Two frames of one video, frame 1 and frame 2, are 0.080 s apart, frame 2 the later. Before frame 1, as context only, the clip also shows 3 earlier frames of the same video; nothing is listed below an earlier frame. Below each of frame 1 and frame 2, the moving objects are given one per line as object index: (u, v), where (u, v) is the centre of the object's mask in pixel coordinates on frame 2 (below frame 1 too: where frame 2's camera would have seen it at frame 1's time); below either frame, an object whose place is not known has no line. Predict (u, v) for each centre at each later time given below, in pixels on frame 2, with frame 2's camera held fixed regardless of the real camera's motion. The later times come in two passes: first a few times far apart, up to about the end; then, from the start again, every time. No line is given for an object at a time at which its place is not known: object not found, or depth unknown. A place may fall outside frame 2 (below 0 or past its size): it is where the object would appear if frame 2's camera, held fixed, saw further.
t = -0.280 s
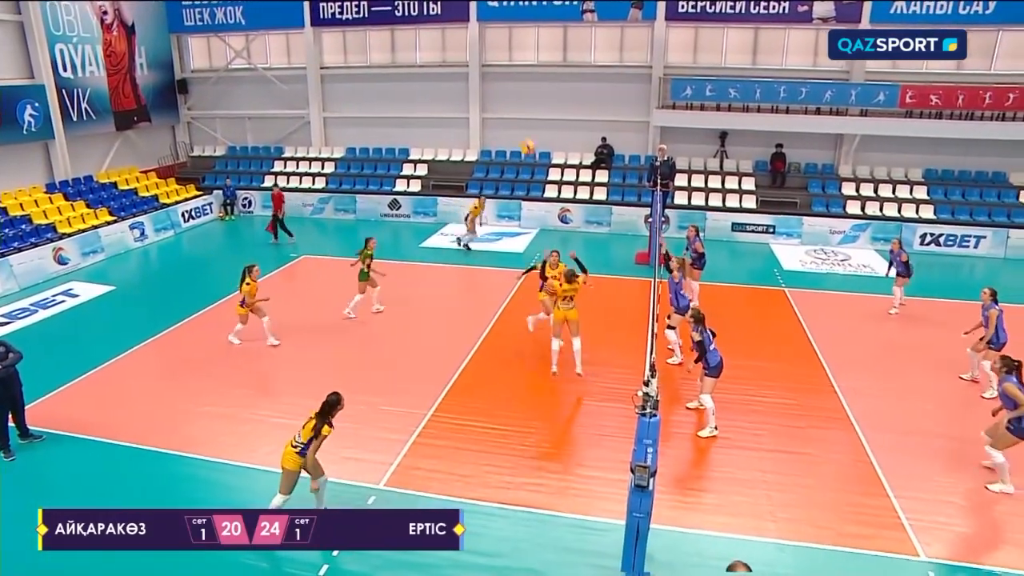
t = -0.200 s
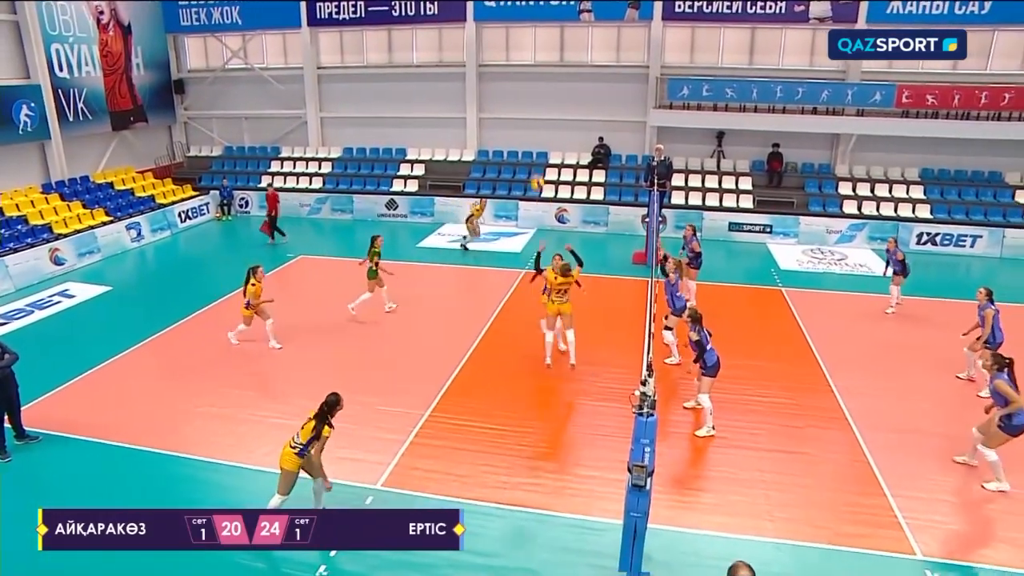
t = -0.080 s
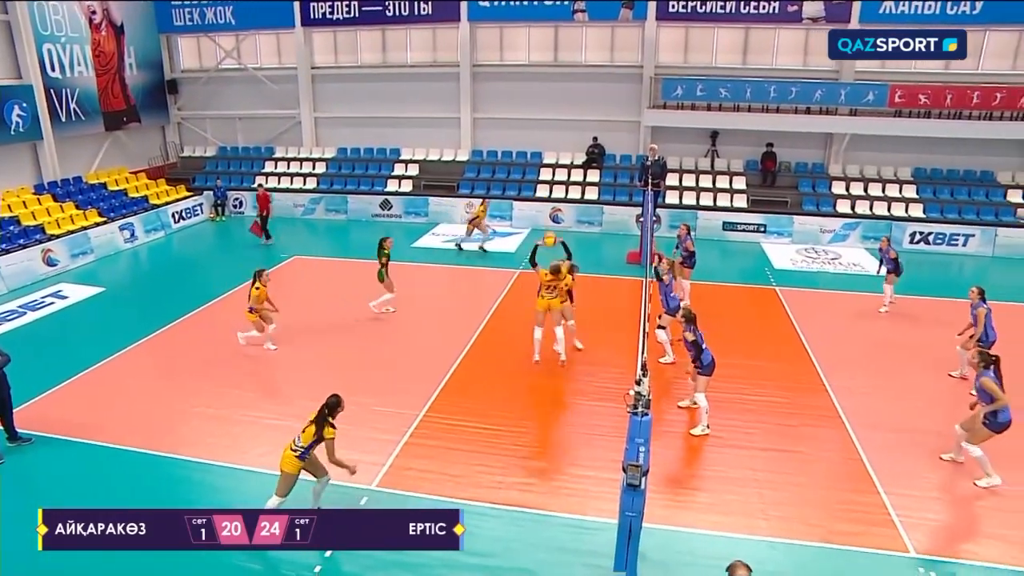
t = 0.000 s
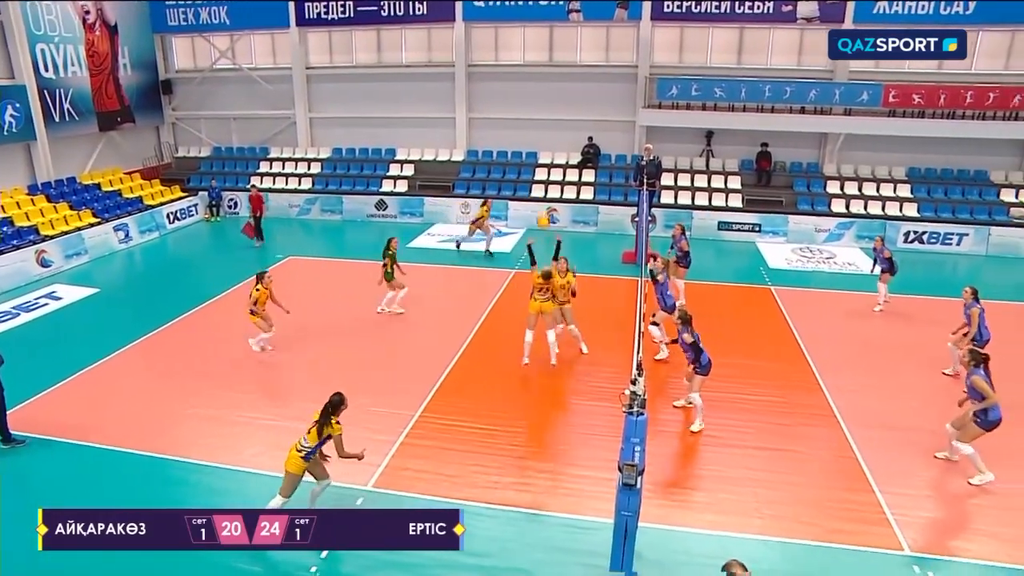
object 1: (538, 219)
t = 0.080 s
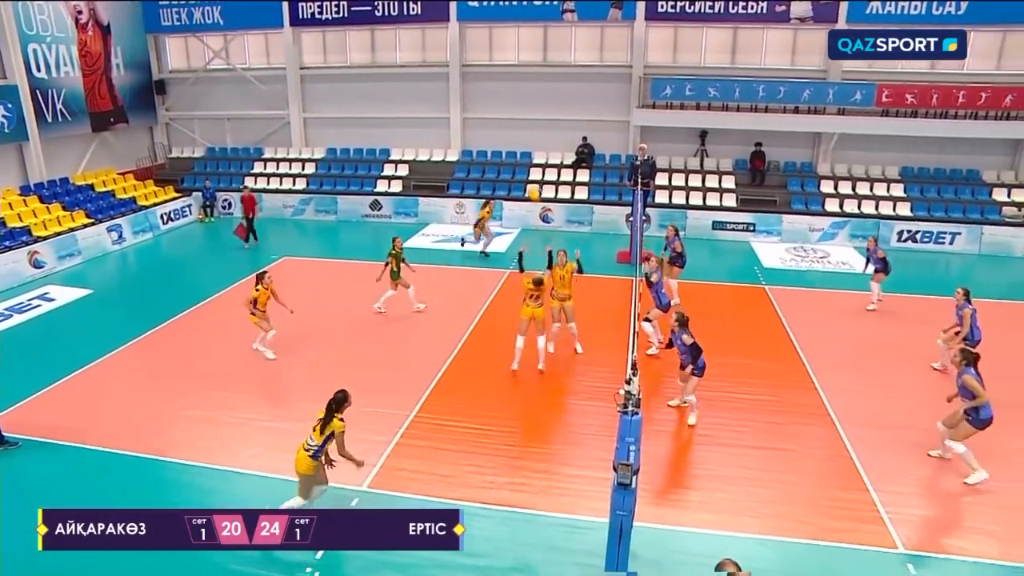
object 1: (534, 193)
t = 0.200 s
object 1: (528, 158)
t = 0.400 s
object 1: (518, 119)
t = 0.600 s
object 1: (505, 109)
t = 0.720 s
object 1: (496, 119)
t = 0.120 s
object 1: (533, 181)
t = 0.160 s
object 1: (530, 168)
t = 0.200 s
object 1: (528, 158)
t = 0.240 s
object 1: (526, 148)
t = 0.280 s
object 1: (524, 140)
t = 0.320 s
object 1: (522, 132)
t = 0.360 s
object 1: (520, 125)
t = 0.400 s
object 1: (518, 119)
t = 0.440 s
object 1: (515, 115)
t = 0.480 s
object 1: (513, 112)
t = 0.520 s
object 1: (510, 109)
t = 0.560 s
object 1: (508, 109)
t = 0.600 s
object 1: (505, 109)
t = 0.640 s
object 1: (502, 111)
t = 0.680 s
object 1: (499, 114)
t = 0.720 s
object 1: (496, 119)
